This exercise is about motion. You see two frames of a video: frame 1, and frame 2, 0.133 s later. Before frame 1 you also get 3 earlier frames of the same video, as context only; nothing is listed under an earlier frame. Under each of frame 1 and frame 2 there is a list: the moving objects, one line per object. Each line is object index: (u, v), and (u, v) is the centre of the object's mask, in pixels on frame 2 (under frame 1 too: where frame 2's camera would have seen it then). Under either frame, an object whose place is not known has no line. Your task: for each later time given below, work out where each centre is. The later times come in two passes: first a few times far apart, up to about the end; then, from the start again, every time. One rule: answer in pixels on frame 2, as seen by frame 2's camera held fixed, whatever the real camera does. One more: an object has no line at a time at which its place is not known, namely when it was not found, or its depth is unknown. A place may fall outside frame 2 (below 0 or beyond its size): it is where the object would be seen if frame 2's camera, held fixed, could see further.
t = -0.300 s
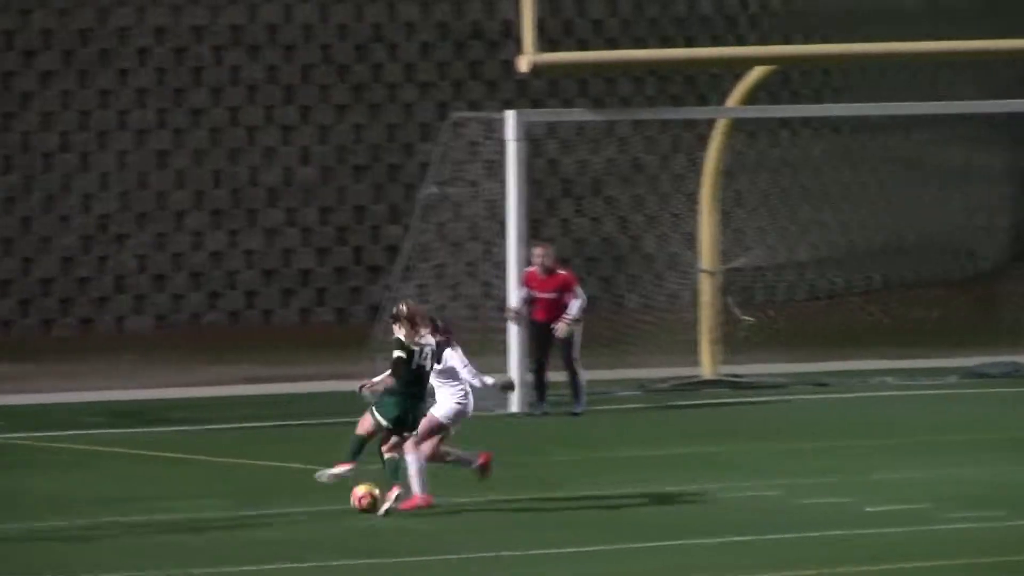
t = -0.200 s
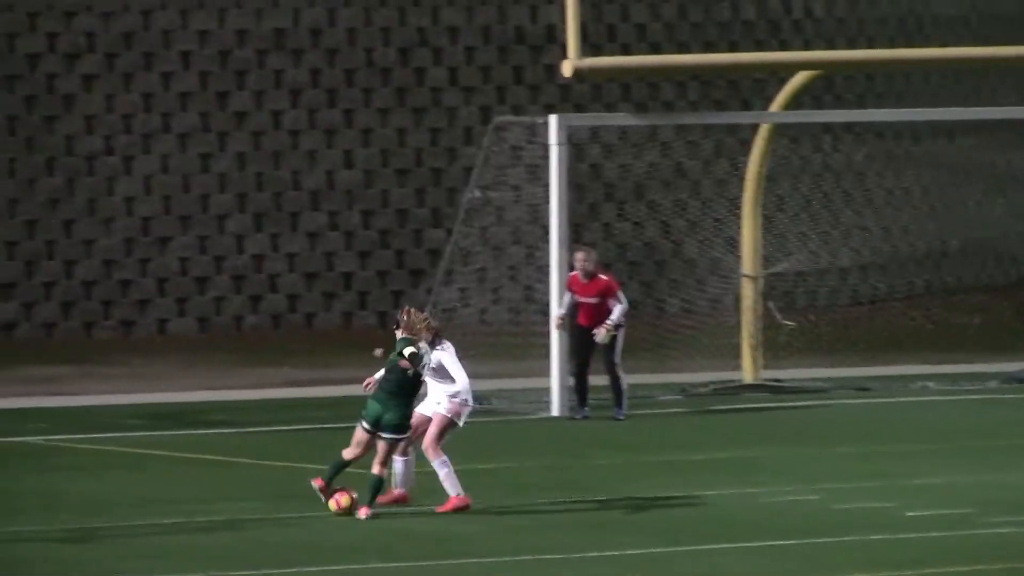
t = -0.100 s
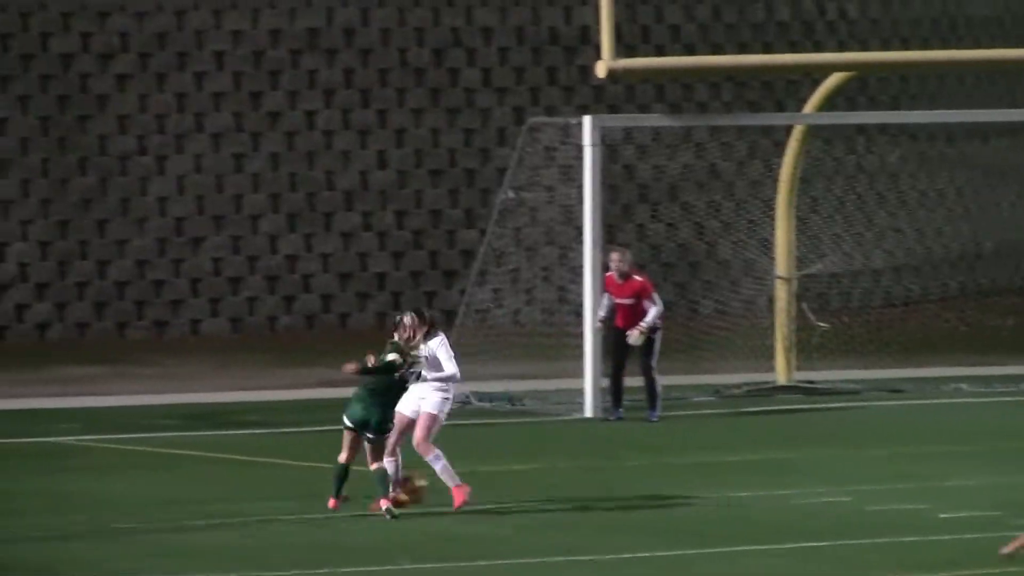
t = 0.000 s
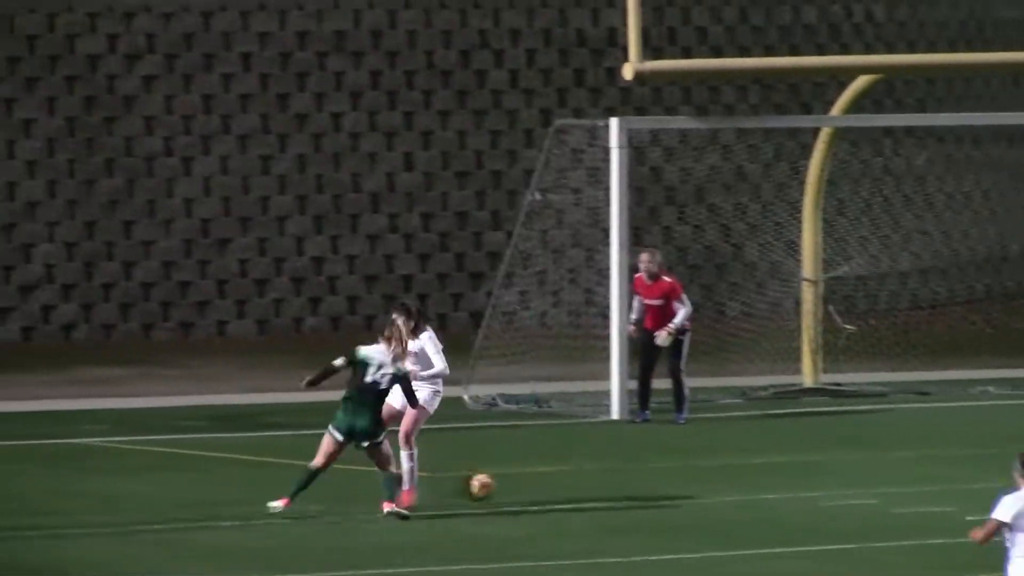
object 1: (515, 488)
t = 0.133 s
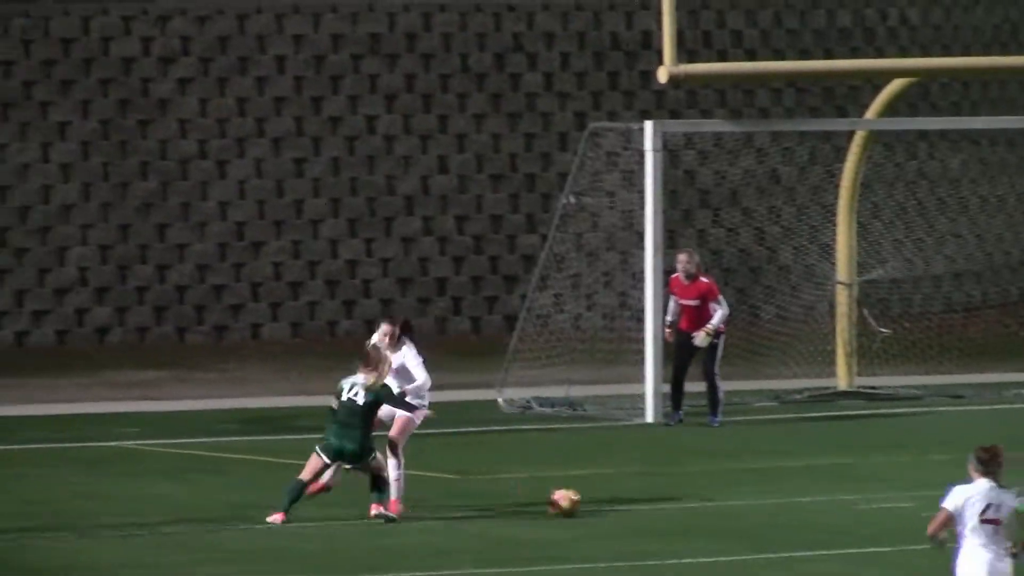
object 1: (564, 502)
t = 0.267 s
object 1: (593, 497)
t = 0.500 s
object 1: (630, 497)
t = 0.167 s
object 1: (572, 500)
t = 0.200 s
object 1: (579, 498)
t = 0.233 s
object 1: (586, 497)
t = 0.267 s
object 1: (593, 497)
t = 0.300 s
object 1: (600, 500)
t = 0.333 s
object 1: (606, 501)
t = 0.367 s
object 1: (611, 499)
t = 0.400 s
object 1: (615, 497)
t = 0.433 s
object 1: (620, 498)
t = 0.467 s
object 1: (625, 498)
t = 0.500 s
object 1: (630, 497)
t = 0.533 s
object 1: (634, 497)
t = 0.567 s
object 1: (639, 496)
